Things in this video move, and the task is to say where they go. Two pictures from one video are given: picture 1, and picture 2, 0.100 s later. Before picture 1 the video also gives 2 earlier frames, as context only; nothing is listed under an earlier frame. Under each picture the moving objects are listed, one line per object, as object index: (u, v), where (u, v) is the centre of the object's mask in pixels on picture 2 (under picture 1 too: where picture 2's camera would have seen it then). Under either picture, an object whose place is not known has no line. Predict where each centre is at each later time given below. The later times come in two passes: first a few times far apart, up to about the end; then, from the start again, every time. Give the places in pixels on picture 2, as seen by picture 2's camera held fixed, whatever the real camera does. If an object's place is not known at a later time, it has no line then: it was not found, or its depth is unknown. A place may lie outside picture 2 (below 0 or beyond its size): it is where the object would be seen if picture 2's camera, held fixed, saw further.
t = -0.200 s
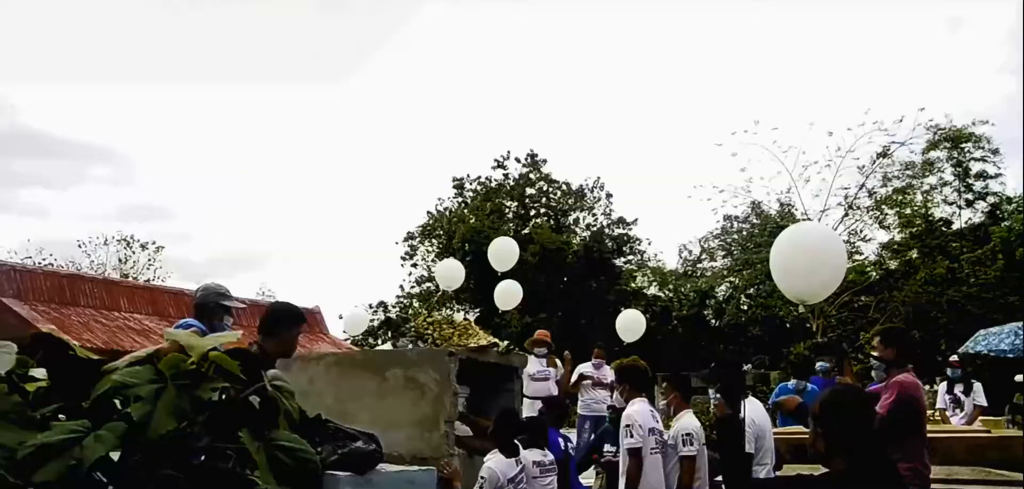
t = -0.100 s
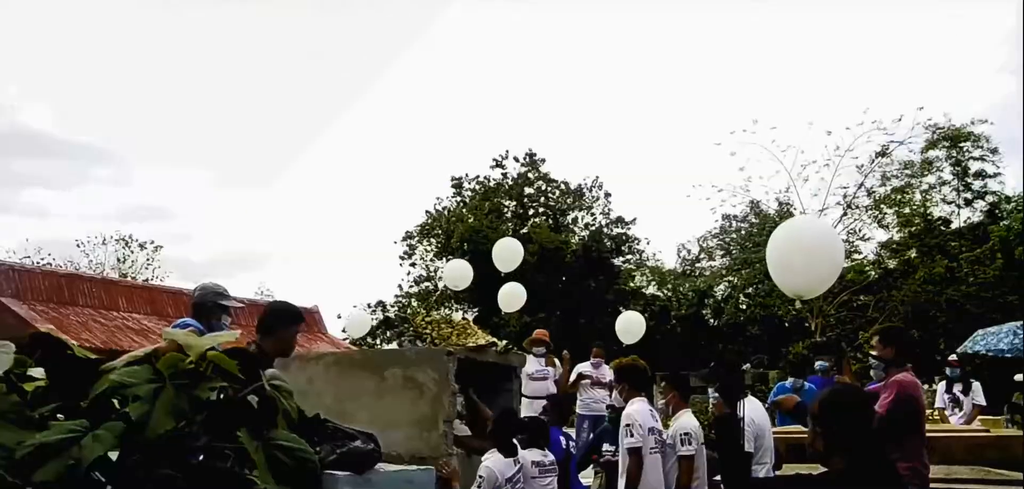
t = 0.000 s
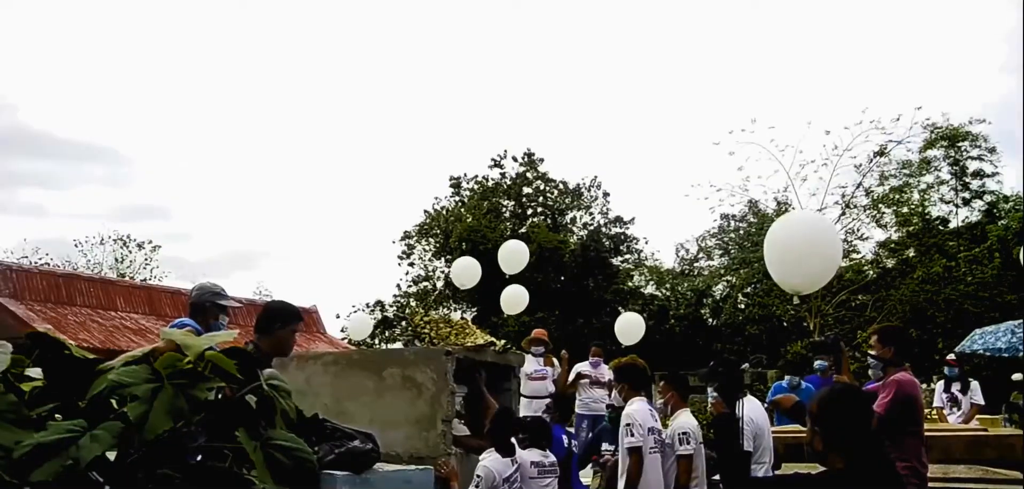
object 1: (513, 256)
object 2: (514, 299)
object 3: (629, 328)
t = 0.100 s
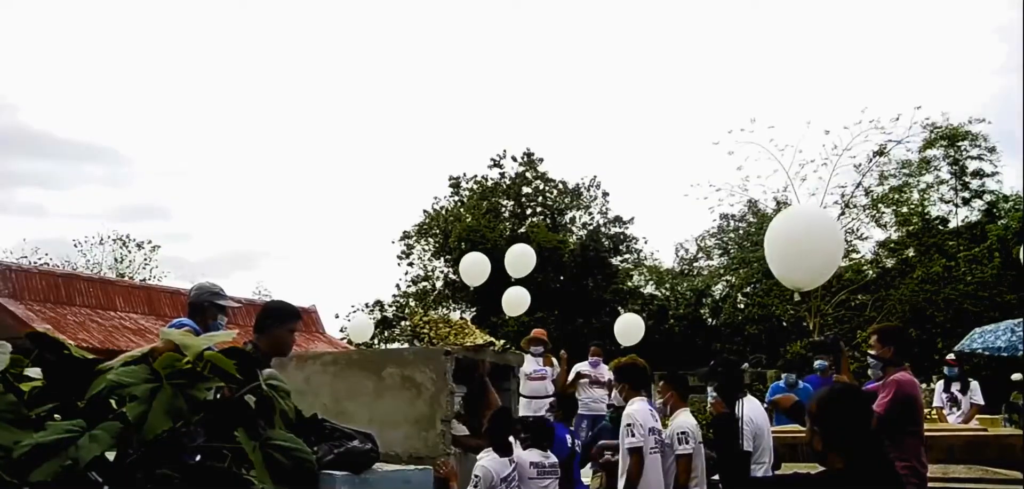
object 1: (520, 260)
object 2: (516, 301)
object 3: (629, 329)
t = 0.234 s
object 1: (528, 266)
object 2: (516, 301)
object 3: (629, 329)
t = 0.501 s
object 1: (539, 277)
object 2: (508, 298)
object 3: (628, 326)
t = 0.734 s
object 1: (545, 281)
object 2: (495, 289)
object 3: (629, 321)
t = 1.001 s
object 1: (526, 270)
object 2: (482, 284)
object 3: (633, 320)
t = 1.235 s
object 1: (516, 261)
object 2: (478, 282)
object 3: (637, 321)
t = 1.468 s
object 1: (508, 257)
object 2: (481, 284)
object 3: (640, 322)
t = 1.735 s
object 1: (503, 255)
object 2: (487, 288)
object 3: (642, 321)
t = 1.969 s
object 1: (500, 255)
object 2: (490, 289)
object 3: (643, 319)
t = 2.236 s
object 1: (501, 258)
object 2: (491, 288)
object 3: (637, 313)
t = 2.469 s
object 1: (508, 262)
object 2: (491, 286)
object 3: (626, 306)
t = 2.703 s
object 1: (516, 263)
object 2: (490, 285)
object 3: (613, 302)
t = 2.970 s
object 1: (524, 259)
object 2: (492, 285)
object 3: (604, 299)
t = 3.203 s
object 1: (530, 250)
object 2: (499, 288)
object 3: (609, 284)
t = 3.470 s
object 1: (546, 214)
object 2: (510, 295)
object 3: (626, 258)
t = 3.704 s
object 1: (570, 166)
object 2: (515, 303)
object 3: (636, 251)
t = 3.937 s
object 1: (606, 114)
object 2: (518, 306)
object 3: (642, 242)
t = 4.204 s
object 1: (659, 56)
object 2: (525, 283)
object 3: (647, 226)
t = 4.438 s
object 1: (709, 13)
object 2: (536, 245)
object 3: (659, 189)
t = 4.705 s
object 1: (762, -28)
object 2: (565, 192)
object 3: (685, 127)
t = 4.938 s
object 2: (608, 156)
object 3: (724, 76)
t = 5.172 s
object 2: (657, 128)
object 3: (771, 40)
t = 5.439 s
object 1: (861, -117)
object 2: (715, 98)
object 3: (830, 11)
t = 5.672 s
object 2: (766, 69)
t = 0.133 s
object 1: (522, 262)
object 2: (516, 301)
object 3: (629, 329)
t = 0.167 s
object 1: (525, 263)
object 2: (516, 301)
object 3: (629, 329)
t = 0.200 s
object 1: (526, 265)
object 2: (516, 301)
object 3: (629, 329)
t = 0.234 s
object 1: (528, 266)
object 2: (516, 301)
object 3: (629, 329)
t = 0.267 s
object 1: (530, 268)
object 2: (516, 300)
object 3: (628, 329)
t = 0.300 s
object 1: (532, 270)
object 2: (515, 300)
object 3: (628, 329)
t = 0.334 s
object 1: (533, 271)
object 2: (515, 299)
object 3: (628, 329)
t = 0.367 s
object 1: (534, 273)
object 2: (514, 299)
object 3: (628, 328)
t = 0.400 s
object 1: (535, 274)
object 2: (513, 298)
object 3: (628, 328)
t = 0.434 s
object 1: (537, 275)
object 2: (512, 298)
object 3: (627, 327)
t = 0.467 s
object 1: (538, 276)
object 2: (510, 299)
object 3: (628, 327)
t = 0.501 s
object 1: (539, 277)
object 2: (508, 298)
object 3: (628, 326)
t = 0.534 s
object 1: (540, 278)
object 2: (505, 298)
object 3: (628, 325)
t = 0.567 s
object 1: (541, 279)
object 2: (503, 296)
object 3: (628, 324)
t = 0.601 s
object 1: (541, 280)
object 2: (501, 294)
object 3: (628, 323)
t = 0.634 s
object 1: (543, 280)
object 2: (499, 292)
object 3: (628, 323)
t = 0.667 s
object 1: (543, 281)
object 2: (498, 291)
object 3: (629, 322)
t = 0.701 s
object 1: (544, 281)
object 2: (497, 290)
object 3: (629, 321)
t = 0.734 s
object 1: (545, 281)
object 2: (495, 289)
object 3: (629, 321)
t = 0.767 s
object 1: (545, 283)
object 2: (493, 288)
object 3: (630, 321)
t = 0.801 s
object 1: (545, 283)
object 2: (491, 287)
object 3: (630, 320)
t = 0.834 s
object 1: (540, 285)
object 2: (489, 287)
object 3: (630, 320)
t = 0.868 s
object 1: (535, 285)
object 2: (487, 286)
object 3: (631, 320)
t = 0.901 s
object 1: (526, 283)
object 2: (485, 285)
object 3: (631, 320)
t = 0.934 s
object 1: (525, 276)
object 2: (484, 285)
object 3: (632, 320)
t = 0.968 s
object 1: (526, 273)
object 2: (483, 284)
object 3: (632, 320)
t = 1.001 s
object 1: (526, 270)
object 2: (482, 284)
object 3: (633, 320)
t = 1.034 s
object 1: (525, 268)
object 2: (481, 283)
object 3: (633, 320)
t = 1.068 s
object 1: (523, 267)
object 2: (480, 283)
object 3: (634, 320)
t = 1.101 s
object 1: (522, 265)
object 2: (479, 283)
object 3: (635, 320)
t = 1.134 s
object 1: (521, 264)
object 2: (479, 283)
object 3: (636, 320)
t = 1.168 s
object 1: (520, 263)
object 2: (478, 282)
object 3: (636, 320)
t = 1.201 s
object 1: (518, 262)
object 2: (478, 282)
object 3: (637, 320)
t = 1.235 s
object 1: (516, 261)
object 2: (478, 282)
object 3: (637, 321)
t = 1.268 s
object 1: (515, 260)
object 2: (478, 283)
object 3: (637, 321)
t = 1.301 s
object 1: (513, 259)
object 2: (478, 283)
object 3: (638, 322)
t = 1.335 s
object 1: (512, 259)
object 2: (479, 283)
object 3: (638, 322)
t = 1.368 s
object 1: (510, 258)
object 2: (479, 283)
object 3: (639, 322)
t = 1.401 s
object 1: (509, 258)
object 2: (480, 283)
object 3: (639, 322)
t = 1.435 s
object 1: (508, 257)
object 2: (480, 284)
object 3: (639, 322)
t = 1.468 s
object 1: (508, 257)
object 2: (481, 284)
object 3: (640, 322)
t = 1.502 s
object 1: (507, 256)
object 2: (482, 284)
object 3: (640, 322)
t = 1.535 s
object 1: (506, 256)
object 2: (483, 285)
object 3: (641, 322)
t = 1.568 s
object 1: (506, 256)
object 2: (483, 285)
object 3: (641, 322)
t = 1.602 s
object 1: (505, 255)
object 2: (484, 286)
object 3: (641, 322)
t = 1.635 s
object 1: (505, 255)
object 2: (485, 286)
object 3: (642, 321)
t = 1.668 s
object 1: (504, 255)
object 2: (485, 287)
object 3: (642, 321)
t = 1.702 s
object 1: (504, 255)
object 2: (486, 287)
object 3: (642, 321)
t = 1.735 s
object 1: (503, 255)
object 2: (487, 288)
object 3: (642, 321)
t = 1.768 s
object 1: (503, 255)
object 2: (487, 288)
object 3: (643, 321)
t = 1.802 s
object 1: (503, 255)
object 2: (487, 288)
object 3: (643, 321)
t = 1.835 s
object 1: (502, 255)
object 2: (488, 289)
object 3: (643, 320)
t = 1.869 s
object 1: (502, 255)
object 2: (488, 289)
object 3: (643, 320)
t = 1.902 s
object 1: (501, 255)
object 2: (489, 289)
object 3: (643, 320)
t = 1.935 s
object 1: (501, 255)
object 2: (489, 289)
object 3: (643, 319)
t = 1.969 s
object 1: (500, 255)
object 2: (490, 289)
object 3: (643, 319)
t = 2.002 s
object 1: (500, 255)
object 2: (490, 289)
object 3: (643, 318)
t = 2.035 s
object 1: (500, 256)
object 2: (490, 289)
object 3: (642, 317)
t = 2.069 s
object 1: (500, 256)
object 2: (490, 289)
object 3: (642, 317)
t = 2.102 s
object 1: (500, 256)
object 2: (490, 289)
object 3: (641, 316)
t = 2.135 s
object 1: (500, 256)
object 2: (491, 289)
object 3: (640, 315)
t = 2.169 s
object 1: (500, 257)
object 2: (491, 289)
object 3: (640, 314)
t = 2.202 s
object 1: (501, 257)
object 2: (491, 289)
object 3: (638, 313)
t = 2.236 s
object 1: (501, 258)
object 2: (491, 288)
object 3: (637, 313)
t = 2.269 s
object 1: (502, 258)
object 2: (491, 288)
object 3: (636, 312)
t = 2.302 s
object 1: (503, 259)
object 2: (491, 288)
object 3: (634, 311)
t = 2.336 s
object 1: (504, 260)
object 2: (491, 287)
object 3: (633, 310)
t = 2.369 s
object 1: (505, 260)
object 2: (491, 287)
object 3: (631, 309)
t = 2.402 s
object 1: (506, 261)
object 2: (491, 287)
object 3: (629, 308)
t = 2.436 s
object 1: (507, 261)
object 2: (491, 286)
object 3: (628, 307)
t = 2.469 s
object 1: (508, 262)
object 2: (491, 286)
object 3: (626, 306)
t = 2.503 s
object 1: (510, 262)
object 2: (491, 286)
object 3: (624, 305)
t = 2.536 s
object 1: (511, 262)
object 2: (491, 285)
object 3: (622, 305)
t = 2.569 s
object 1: (512, 262)
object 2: (491, 285)
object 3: (621, 304)
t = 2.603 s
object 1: (513, 263)
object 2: (491, 285)
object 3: (619, 304)
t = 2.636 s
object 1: (514, 263)
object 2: (491, 285)
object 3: (617, 303)
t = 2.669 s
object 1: (515, 263)
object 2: (490, 285)
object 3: (615, 302)
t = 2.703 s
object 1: (516, 263)
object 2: (490, 285)
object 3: (613, 302)
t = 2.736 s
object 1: (517, 262)
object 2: (490, 285)
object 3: (612, 302)
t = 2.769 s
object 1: (518, 262)
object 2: (490, 285)
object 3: (610, 301)
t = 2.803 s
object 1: (519, 262)
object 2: (490, 285)
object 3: (609, 301)
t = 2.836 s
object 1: (520, 261)
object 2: (490, 285)
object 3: (607, 301)
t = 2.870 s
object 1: (521, 261)
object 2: (491, 285)
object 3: (606, 300)
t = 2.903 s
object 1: (522, 260)
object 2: (491, 285)
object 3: (605, 300)
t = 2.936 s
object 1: (523, 260)
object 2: (491, 285)
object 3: (605, 299)
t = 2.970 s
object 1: (524, 259)
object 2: (492, 285)
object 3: (604, 299)
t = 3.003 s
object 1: (525, 258)
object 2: (493, 285)
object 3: (604, 298)
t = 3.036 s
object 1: (526, 257)
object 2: (493, 286)
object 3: (604, 296)
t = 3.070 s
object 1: (526, 257)
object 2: (494, 286)
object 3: (604, 295)
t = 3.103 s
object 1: (527, 256)
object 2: (495, 286)
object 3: (605, 293)
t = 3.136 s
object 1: (528, 254)
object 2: (496, 287)
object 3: (606, 290)
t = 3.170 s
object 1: (529, 253)
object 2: (498, 287)
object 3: (607, 287)
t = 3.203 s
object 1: (530, 250)
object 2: (499, 288)
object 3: (609, 284)
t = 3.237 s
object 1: (532, 247)
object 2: (500, 289)
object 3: (610, 281)
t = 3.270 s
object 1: (533, 244)
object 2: (502, 290)
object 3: (612, 277)
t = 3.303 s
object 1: (535, 240)
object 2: (503, 291)
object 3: (615, 272)
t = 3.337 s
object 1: (537, 236)
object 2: (505, 291)
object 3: (617, 268)
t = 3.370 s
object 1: (539, 231)
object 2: (506, 292)
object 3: (620, 264)
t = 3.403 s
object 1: (541, 225)
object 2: (507, 293)
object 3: (622, 260)
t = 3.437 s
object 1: (543, 220)
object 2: (509, 294)
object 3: (625, 258)
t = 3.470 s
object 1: (546, 214)
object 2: (510, 295)
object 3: (626, 258)
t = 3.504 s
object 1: (548, 208)
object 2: (511, 296)
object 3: (628, 258)
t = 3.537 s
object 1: (551, 201)
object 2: (512, 297)
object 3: (629, 257)
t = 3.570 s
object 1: (554, 194)
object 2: (513, 298)
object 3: (630, 257)
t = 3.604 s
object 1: (557, 187)
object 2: (514, 299)
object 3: (632, 256)
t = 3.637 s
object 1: (561, 181)
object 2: (514, 301)
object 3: (633, 254)
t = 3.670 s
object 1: (566, 174)
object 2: (515, 302)
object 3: (635, 253)
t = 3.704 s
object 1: (570, 166)
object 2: (515, 303)
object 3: (636, 251)
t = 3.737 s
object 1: (575, 159)
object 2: (516, 305)
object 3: (638, 249)
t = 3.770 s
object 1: (579, 152)
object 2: (516, 306)
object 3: (639, 248)
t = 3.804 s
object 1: (585, 143)
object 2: (516, 306)
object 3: (640, 244)
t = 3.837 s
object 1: (589, 136)
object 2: (516, 307)
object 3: (642, 242)
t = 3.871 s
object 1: (595, 130)
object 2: (517, 307)
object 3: (642, 243)
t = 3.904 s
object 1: (600, 122)
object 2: (517, 306)
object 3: (642, 243)
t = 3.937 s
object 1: (606, 114)
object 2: (518, 306)
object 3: (642, 242)
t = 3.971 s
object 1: (612, 106)
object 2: (518, 304)
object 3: (642, 242)
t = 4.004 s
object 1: (618, 98)
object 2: (519, 302)
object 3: (643, 241)
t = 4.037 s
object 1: (625, 92)
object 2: (520, 300)
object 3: (643, 239)
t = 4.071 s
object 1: (631, 85)
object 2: (520, 298)
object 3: (644, 237)
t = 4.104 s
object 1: (638, 77)
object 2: (521, 295)
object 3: (645, 235)
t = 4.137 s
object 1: (645, 70)
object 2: (523, 291)
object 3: (645, 232)
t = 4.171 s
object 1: (652, 63)
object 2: (524, 287)
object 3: (646, 229)
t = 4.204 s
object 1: (659, 56)
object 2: (525, 283)
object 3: (647, 226)
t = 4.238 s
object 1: (665, 49)
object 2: (526, 279)
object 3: (649, 221)
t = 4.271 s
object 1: (672, 43)
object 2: (527, 274)
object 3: (650, 218)
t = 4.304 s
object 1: (679, 37)
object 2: (529, 269)
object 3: (652, 213)
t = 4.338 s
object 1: (688, 30)
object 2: (530, 264)
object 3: (653, 207)
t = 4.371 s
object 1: (695, 24)
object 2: (532, 258)
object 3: (655, 201)
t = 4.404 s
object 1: (702, 19)
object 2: (534, 252)
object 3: (657, 195)
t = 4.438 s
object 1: (709, 13)
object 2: (536, 245)
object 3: (659, 189)
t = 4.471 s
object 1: (717, 7)
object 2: (538, 239)
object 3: (662, 182)
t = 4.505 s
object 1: (724, 2)
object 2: (541, 232)
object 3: (665, 175)
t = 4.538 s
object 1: (730, -4)
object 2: (544, 225)
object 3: (667, 167)
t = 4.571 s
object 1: (737, -9)
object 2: (547, 218)
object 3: (670, 160)
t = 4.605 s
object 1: (743, -13)
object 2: (551, 211)
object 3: (674, 152)
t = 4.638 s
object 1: (750, -18)
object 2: (555, 204)
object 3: (677, 143)
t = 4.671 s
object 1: (756, -23)
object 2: (560, 197)
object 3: (680, 135)
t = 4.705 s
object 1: (762, -28)
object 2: (565, 192)
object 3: (685, 127)
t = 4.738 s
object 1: (768, -32)
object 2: (571, 185)
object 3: (689, 119)
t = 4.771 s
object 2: (577, 180)
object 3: (694, 111)
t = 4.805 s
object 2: (583, 175)
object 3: (699, 103)
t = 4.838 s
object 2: (589, 169)
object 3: (705, 96)
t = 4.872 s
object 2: (595, 165)
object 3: (711, 89)
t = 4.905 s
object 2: (602, 160)
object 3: (717, 82)
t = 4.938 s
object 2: (608, 156)
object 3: (724, 76)
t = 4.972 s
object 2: (615, 152)
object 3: (731, 70)
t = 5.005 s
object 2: (622, 148)
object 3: (737, 64)
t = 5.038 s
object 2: (629, 144)
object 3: (744, 59)
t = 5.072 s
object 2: (636, 140)
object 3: (751, 54)
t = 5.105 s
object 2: (643, 136)
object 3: (758, 48)
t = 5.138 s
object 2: (650, 132)
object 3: (765, 44)
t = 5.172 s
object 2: (657, 128)
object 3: (771, 40)
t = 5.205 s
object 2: (664, 125)
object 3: (778, 36)
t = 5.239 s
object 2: (671, 121)
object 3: (785, 32)
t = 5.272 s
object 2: (678, 118)
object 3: (793, 28)
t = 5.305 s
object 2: (686, 113)
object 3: (801, 24)
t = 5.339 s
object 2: (693, 110)
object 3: (808, 21)
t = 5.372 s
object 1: (852, -109)
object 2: (700, 106)
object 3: (815, 18)
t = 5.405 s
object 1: (856, -113)
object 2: (708, 102)
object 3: (823, 15)
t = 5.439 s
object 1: (861, -117)
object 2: (715, 98)
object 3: (830, 11)
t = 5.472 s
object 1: (865, -121)
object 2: (721, 94)
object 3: (837, 8)
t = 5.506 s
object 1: (870, -126)
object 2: (728, 89)
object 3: (845, 6)
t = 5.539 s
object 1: (875, -131)
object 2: (735, 85)
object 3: (853, 3)
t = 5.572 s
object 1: (880, -136)
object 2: (742, 80)
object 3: (860, 0)
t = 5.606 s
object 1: (885, -138)
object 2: (750, 76)
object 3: (868, -1)
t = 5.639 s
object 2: (758, 72)
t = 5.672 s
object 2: (766, 69)
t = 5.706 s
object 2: (768, 64)
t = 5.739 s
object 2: (774, 58)
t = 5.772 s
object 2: (781, 54)
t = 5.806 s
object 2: (788, 50)
